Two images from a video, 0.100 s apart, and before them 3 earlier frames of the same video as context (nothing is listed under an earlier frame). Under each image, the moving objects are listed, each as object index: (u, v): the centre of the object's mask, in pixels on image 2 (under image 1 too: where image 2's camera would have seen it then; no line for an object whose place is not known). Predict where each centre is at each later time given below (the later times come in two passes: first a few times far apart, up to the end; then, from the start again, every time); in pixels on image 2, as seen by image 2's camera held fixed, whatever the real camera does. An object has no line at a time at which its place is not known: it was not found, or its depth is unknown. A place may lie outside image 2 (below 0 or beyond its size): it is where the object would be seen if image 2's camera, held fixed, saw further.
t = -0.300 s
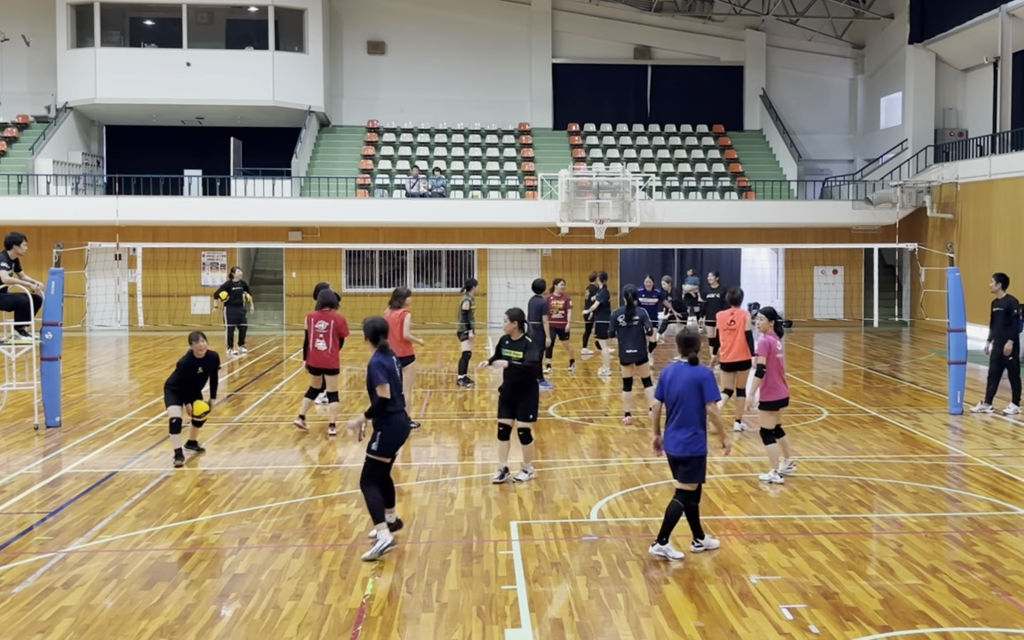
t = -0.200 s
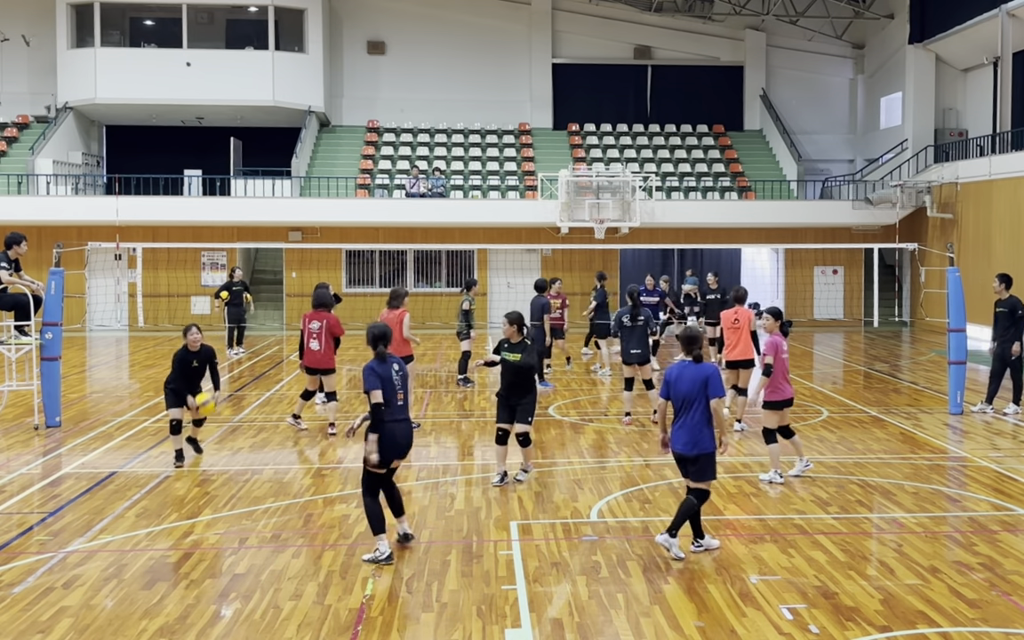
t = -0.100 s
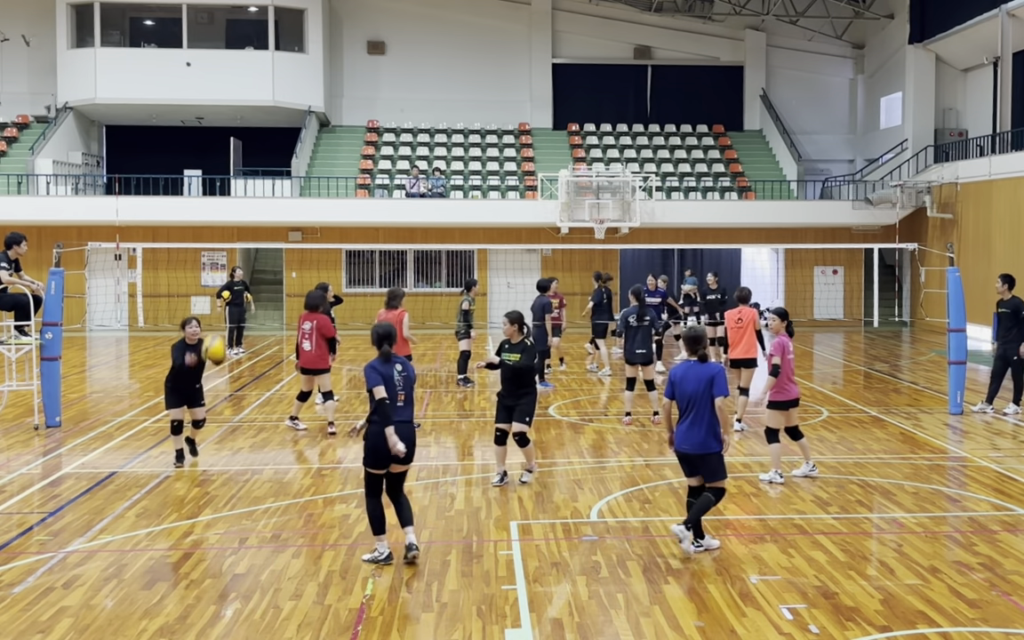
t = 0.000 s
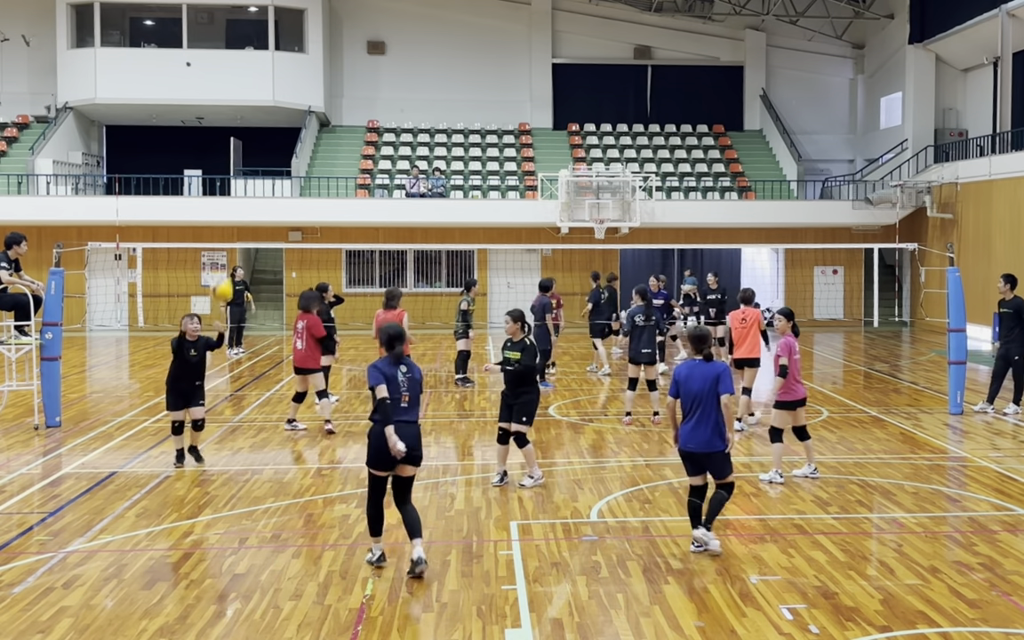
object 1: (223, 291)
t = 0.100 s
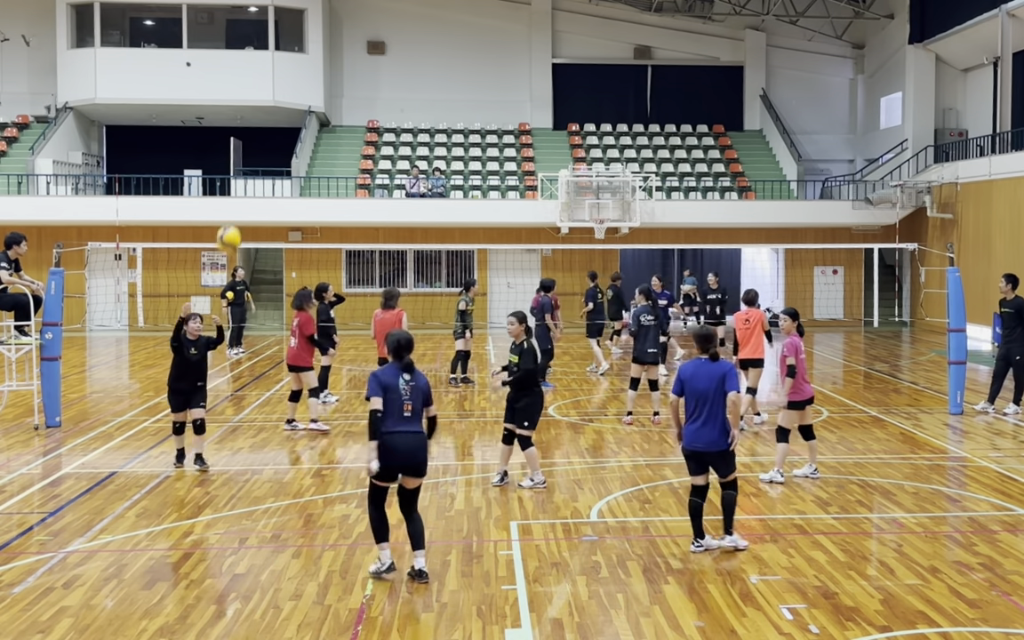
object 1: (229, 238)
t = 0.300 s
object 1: (245, 165)
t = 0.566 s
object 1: (269, 131)
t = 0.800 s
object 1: (294, 181)
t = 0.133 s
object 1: (231, 227)
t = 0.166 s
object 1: (234, 211)
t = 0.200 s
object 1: (236, 197)
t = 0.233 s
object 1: (239, 184)
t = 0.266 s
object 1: (242, 174)
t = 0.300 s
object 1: (245, 165)
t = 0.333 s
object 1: (248, 156)
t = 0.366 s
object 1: (250, 149)
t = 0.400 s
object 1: (253, 143)
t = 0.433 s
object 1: (256, 138)
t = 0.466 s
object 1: (259, 134)
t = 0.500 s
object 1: (262, 132)
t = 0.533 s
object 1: (265, 131)
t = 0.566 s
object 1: (269, 131)
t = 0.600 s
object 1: (272, 133)
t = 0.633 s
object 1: (276, 137)
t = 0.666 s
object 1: (279, 143)
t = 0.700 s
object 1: (282, 150)
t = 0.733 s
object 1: (286, 158)
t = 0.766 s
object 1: (290, 168)
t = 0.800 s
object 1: (294, 181)
